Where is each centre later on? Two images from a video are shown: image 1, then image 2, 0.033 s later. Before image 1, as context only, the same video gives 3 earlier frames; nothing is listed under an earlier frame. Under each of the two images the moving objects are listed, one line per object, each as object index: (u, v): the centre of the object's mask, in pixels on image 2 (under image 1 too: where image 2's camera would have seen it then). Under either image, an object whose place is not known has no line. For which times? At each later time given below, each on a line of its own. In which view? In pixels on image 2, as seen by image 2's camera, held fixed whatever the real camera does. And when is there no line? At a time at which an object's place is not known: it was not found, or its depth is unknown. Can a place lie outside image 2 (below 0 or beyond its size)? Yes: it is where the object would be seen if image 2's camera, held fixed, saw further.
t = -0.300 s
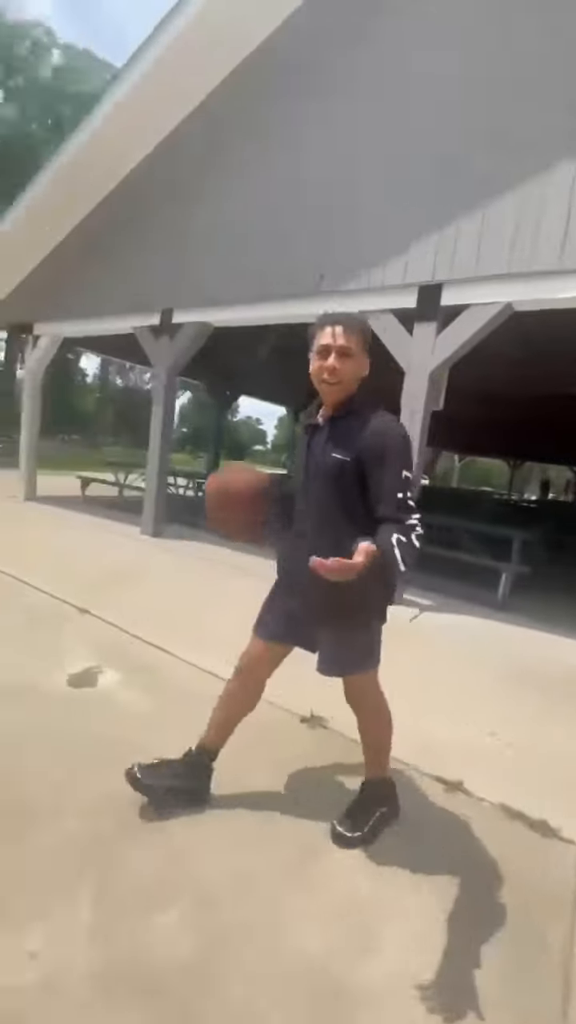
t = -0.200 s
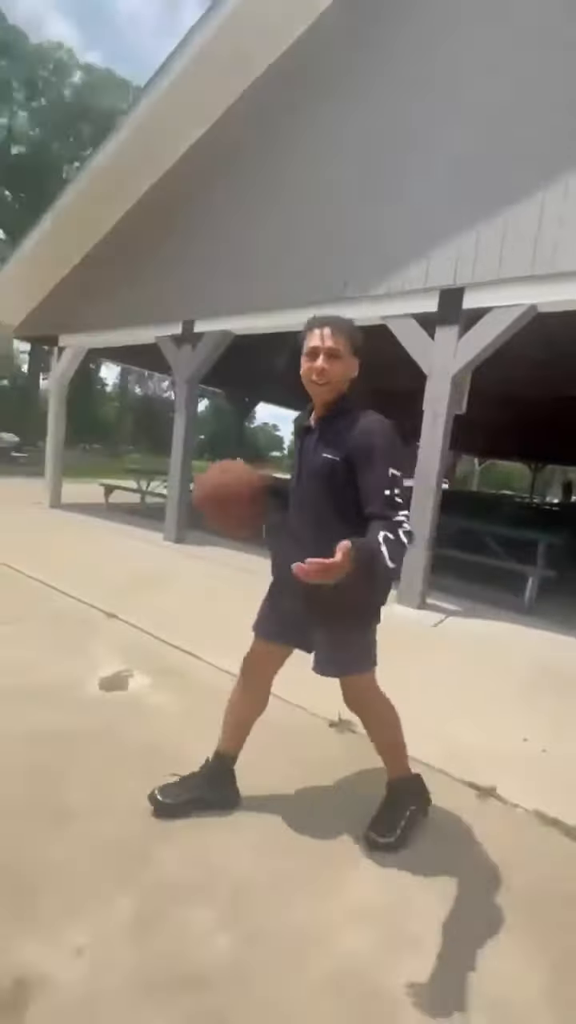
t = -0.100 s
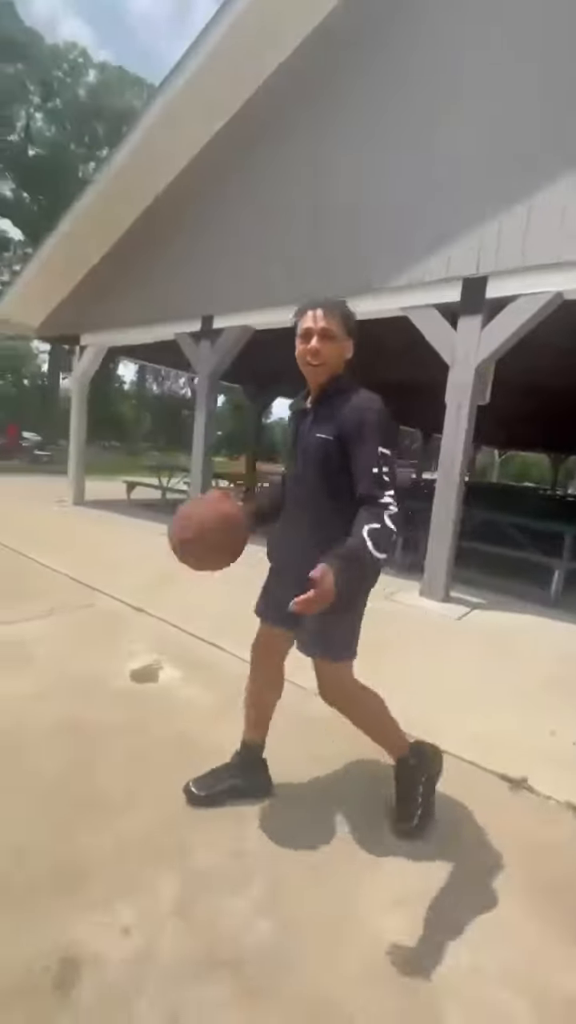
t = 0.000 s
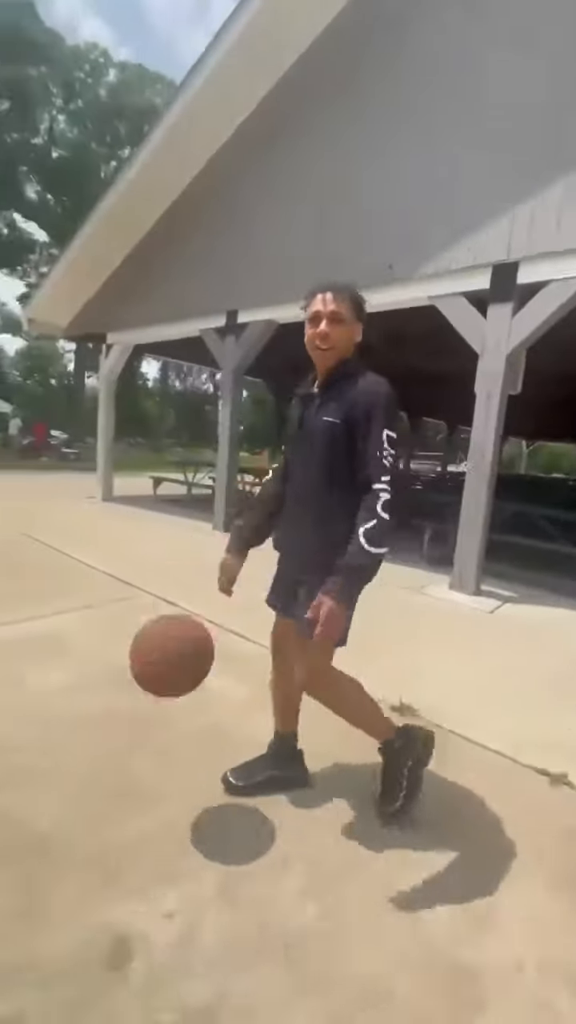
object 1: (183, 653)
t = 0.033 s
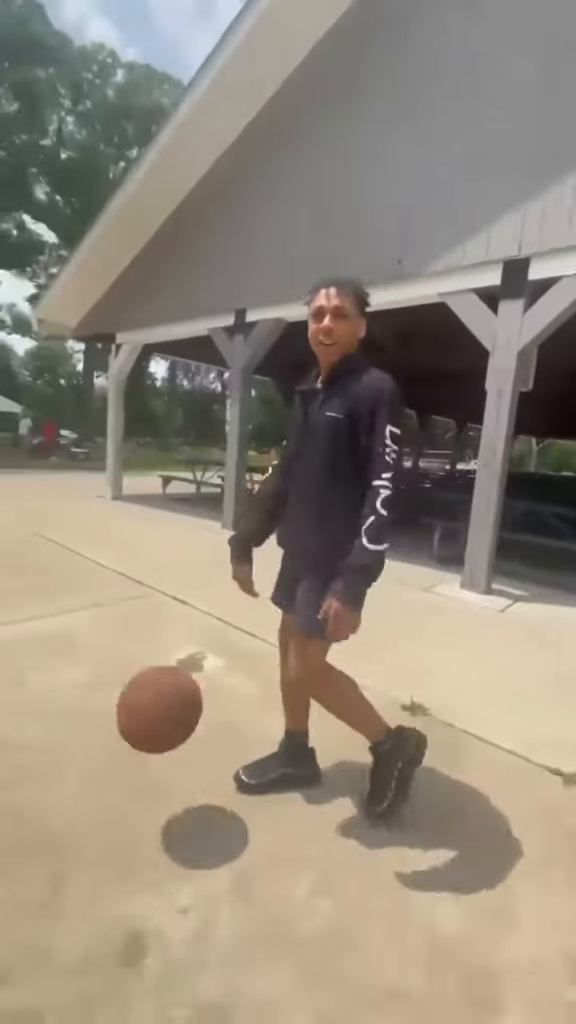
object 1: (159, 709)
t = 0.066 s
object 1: (134, 769)
